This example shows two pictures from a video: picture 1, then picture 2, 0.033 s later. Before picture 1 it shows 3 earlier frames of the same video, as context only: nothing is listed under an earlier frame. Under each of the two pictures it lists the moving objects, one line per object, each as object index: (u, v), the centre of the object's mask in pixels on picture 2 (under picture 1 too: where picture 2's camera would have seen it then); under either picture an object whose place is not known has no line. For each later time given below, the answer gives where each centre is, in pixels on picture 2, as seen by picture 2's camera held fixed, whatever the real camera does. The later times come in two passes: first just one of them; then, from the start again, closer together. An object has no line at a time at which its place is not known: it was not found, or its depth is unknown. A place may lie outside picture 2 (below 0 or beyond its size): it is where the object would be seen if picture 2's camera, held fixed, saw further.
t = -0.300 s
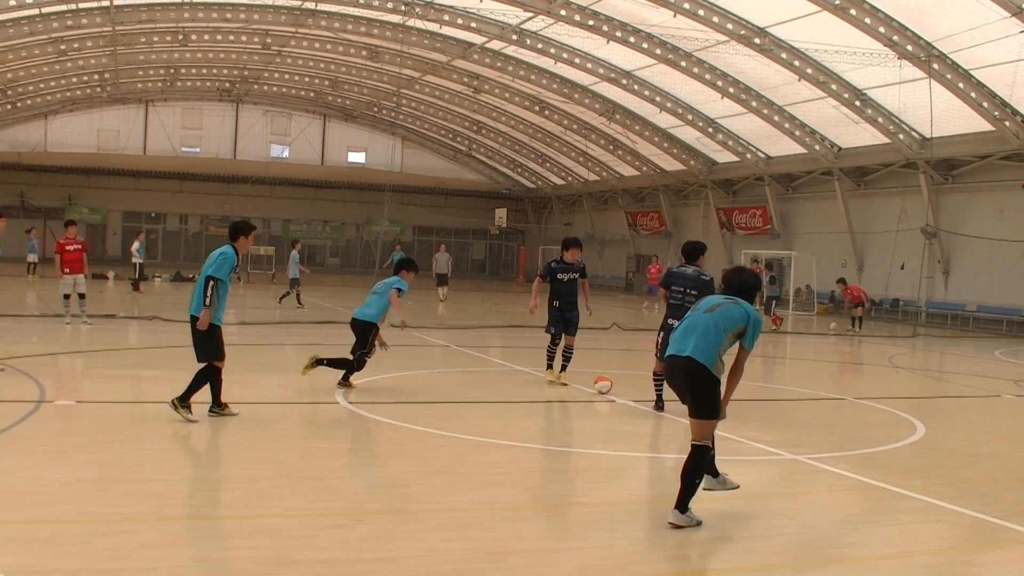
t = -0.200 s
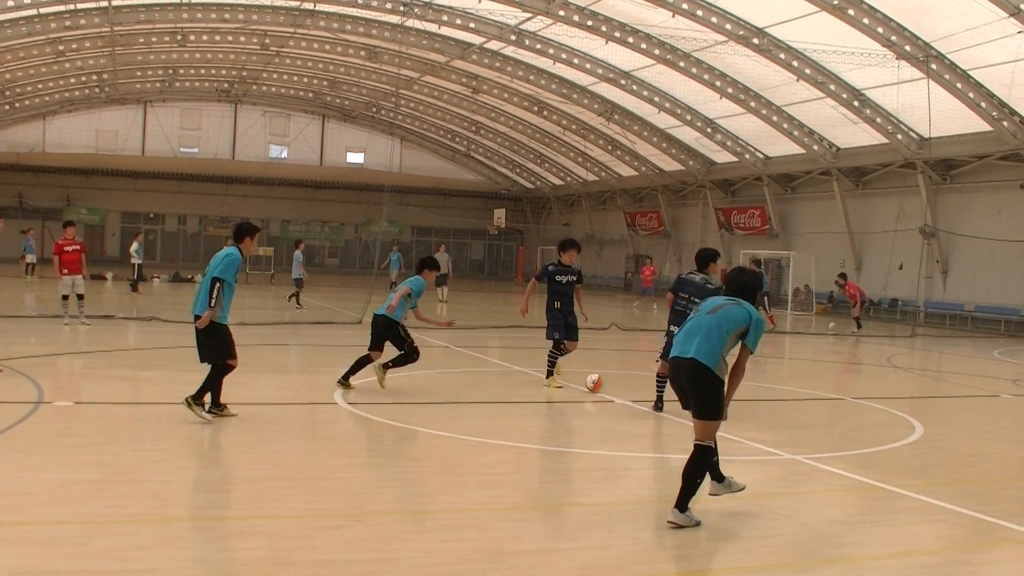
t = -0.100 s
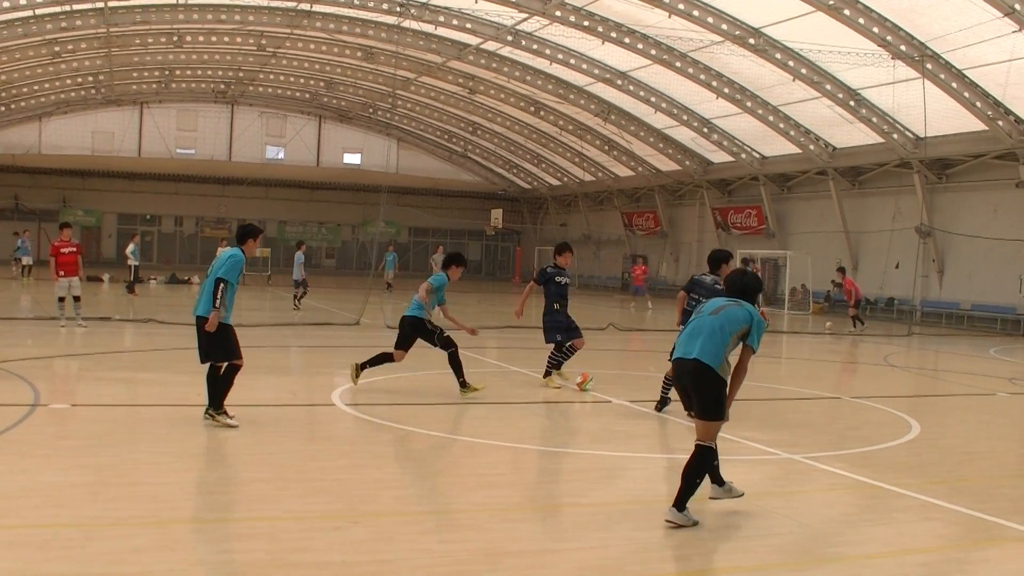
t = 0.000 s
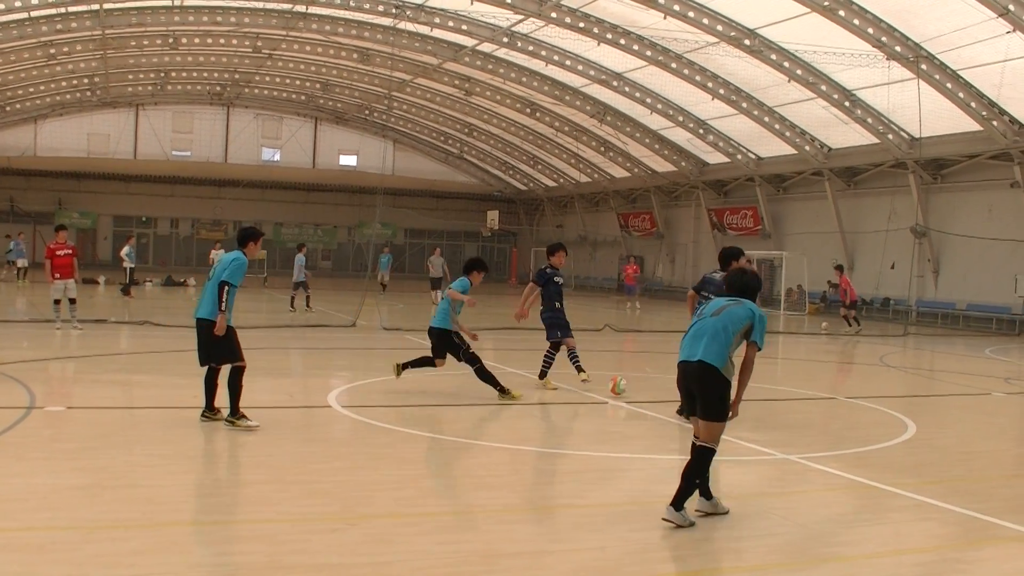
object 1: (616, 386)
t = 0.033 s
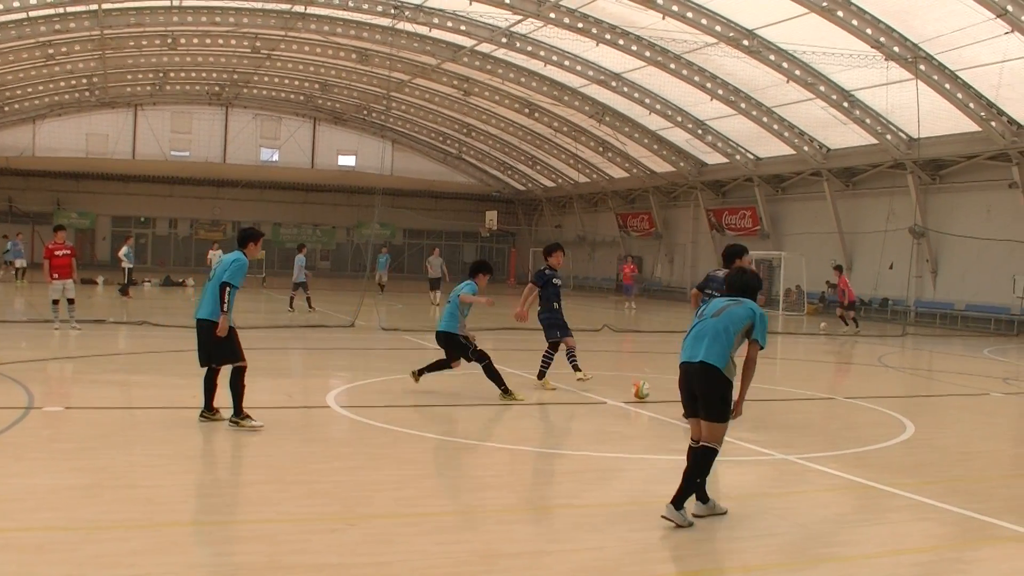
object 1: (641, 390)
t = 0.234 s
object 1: (796, 413)
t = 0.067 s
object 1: (666, 395)
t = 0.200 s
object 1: (773, 407)
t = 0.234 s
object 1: (796, 413)
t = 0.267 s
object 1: (824, 417)
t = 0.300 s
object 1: (852, 421)
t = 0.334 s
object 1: (880, 425)
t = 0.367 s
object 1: (907, 429)
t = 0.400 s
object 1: (936, 433)
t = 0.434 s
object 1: (964, 438)
